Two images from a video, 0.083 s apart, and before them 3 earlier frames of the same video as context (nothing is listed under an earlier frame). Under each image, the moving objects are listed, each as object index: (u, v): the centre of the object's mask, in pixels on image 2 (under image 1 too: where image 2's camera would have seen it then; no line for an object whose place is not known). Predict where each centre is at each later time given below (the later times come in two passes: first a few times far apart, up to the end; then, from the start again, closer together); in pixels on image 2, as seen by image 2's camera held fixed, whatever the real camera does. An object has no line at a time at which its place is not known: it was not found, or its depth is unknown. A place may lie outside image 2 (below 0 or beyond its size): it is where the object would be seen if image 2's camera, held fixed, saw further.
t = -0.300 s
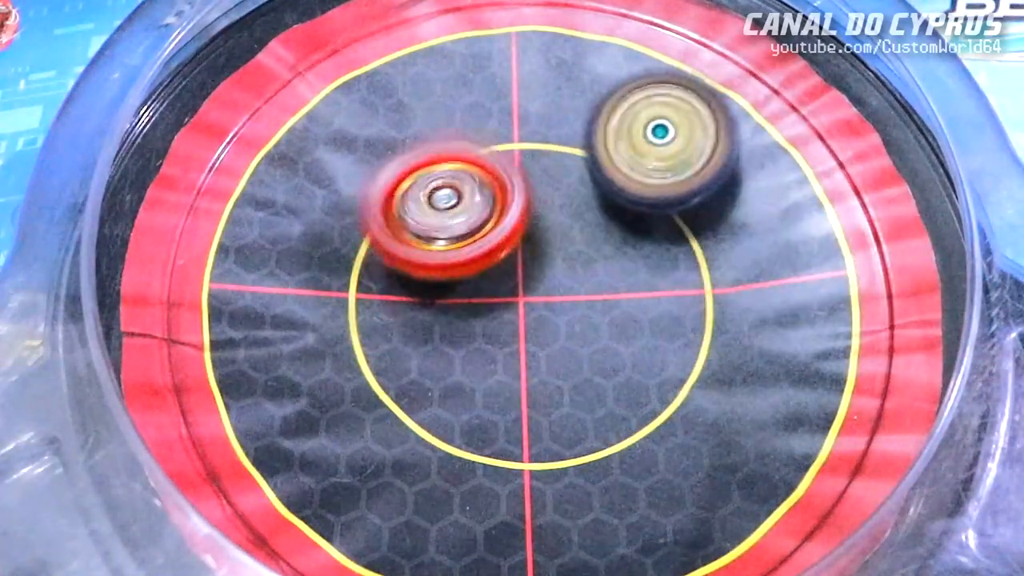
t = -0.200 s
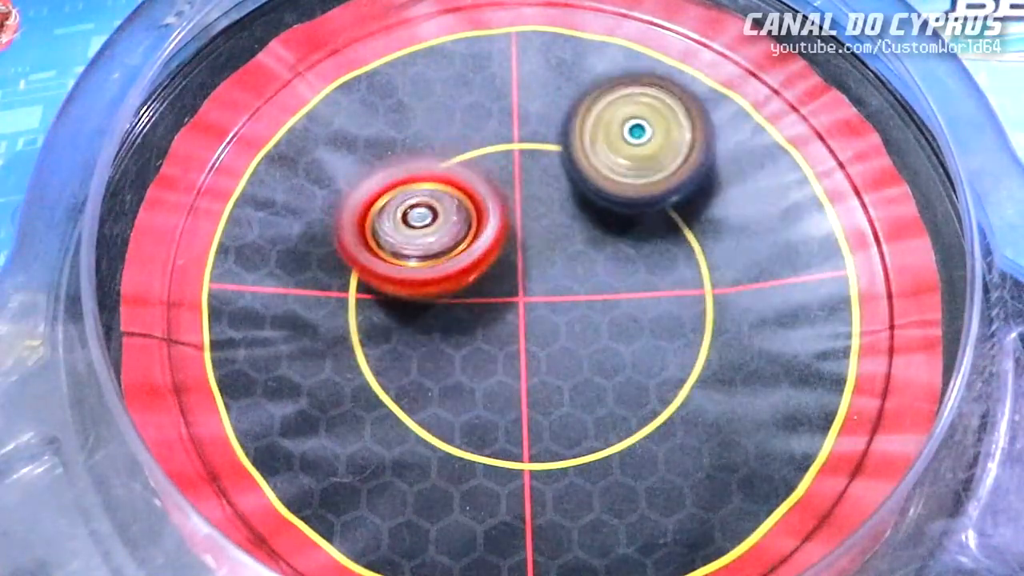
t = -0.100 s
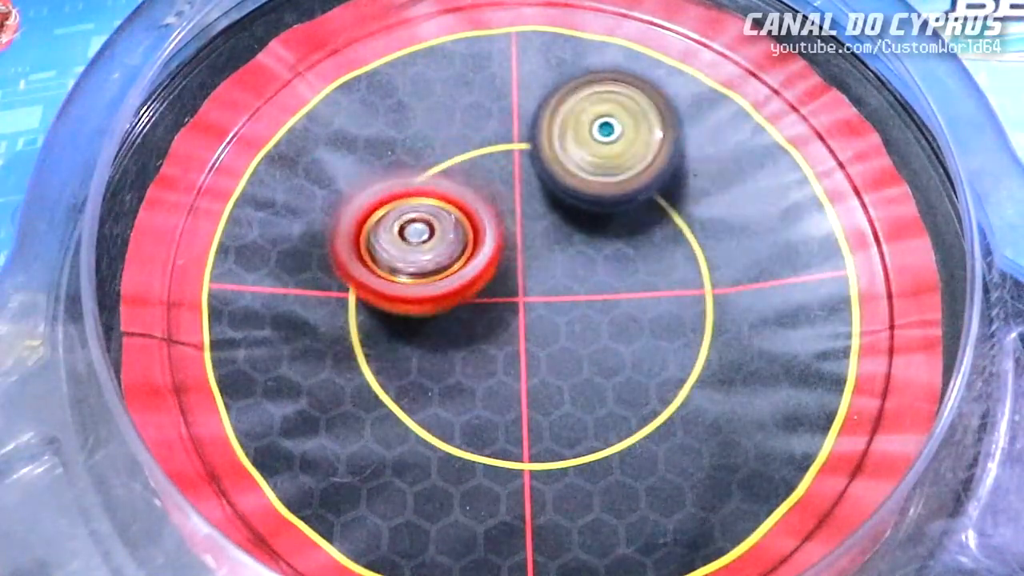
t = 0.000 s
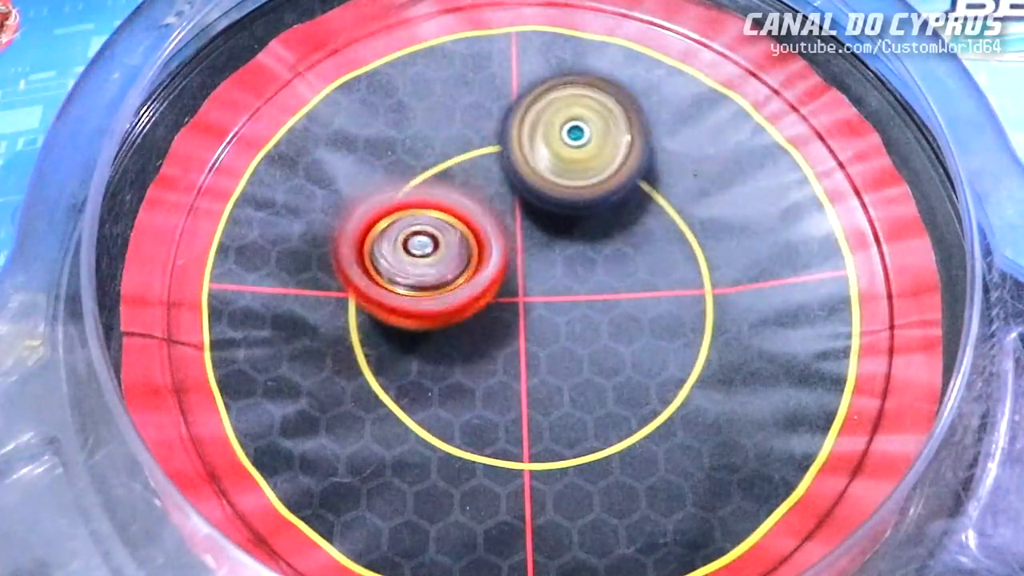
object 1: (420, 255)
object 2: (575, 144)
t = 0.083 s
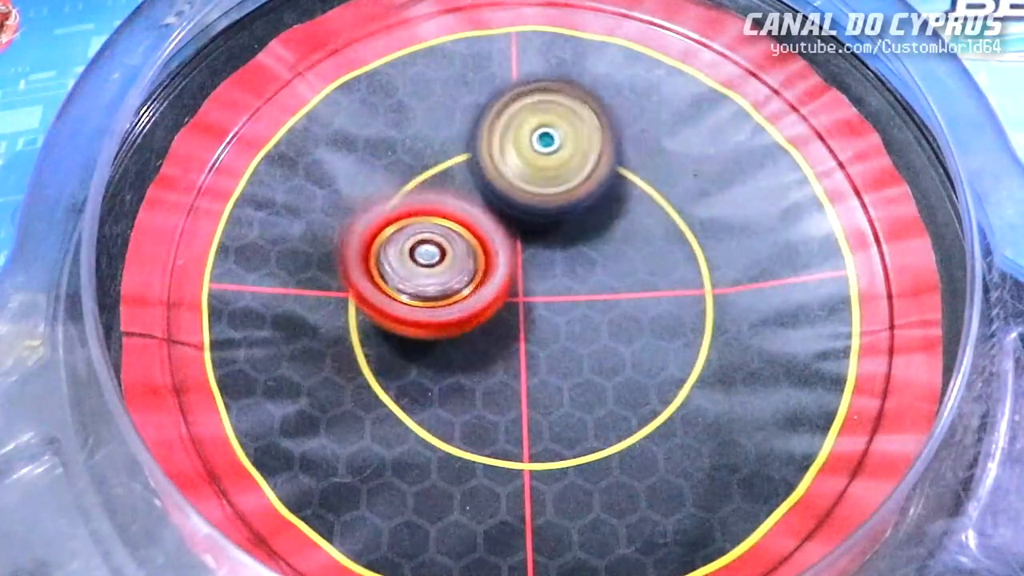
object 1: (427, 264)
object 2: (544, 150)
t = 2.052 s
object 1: (684, 366)
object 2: (436, 225)
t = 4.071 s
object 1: (703, 287)
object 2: (452, 260)
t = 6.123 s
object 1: (659, 210)
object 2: (474, 305)
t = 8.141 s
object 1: (549, 119)
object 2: (526, 303)
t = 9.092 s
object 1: (448, 194)
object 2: (557, 336)
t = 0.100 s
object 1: (427, 265)
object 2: (539, 152)
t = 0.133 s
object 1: (417, 290)
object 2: (537, 139)
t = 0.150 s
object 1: (410, 310)
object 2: (542, 126)
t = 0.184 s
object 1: (394, 342)
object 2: (546, 115)
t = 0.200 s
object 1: (390, 355)
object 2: (547, 114)
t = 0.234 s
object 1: (387, 376)
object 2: (547, 114)
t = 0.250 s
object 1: (387, 382)
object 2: (545, 114)
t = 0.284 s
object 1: (391, 391)
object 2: (541, 116)
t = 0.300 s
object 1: (393, 393)
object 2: (539, 116)
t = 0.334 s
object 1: (403, 394)
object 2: (536, 117)
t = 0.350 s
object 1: (408, 395)
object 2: (534, 118)
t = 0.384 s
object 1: (419, 391)
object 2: (531, 121)
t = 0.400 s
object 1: (425, 389)
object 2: (529, 123)
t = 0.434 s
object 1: (438, 384)
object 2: (526, 127)
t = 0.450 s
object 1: (445, 380)
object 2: (524, 129)
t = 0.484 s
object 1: (457, 373)
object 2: (519, 135)
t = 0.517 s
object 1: (468, 365)
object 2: (516, 142)
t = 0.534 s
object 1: (472, 360)
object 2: (514, 145)
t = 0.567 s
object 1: (483, 351)
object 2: (509, 152)
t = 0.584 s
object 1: (487, 348)
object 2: (506, 155)
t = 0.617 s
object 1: (495, 337)
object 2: (502, 164)
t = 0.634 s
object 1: (500, 334)
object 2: (500, 167)
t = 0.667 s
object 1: (506, 326)
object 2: (498, 175)
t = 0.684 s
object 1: (508, 323)
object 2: (495, 177)
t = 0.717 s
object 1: (509, 332)
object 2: (493, 178)
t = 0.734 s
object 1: (510, 334)
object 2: (493, 180)
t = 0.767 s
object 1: (511, 336)
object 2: (493, 184)
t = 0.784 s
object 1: (513, 336)
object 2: (493, 187)
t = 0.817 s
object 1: (519, 343)
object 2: (489, 190)
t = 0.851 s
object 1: (525, 348)
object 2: (486, 193)
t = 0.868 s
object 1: (528, 349)
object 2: (486, 194)
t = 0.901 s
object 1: (534, 349)
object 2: (483, 198)
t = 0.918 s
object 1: (537, 348)
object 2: (483, 200)
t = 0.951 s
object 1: (542, 348)
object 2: (482, 205)
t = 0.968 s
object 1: (544, 347)
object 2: (482, 206)
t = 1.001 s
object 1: (550, 348)
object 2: (480, 211)
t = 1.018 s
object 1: (554, 350)
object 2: (480, 212)
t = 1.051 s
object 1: (559, 349)
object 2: (478, 216)
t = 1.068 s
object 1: (563, 348)
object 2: (478, 217)
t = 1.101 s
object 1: (569, 354)
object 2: (476, 219)
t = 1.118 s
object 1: (577, 366)
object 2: (475, 216)
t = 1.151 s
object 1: (595, 388)
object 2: (469, 208)
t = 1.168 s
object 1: (603, 395)
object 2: (471, 207)
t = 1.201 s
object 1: (610, 402)
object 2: (472, 208)
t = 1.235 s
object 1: (614, 404)
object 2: (474, 212)
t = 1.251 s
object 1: (616, 404)
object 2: (473, 213)
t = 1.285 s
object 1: (618, 401)
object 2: (473, 218)
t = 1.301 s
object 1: (617, 399)
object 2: (474, 219)
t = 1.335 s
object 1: (614, 391)
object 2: (475, 224)
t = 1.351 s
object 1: (613, 388)
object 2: (476, 225)
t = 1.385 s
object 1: (608, 378)
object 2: (478, 229)
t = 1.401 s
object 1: (605, 372)
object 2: (479, 230)
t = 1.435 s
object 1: (601, 362)
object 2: (481, 237)
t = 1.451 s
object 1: (605, 359)
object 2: (476, 235)
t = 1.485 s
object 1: (613, 353)
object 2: (475, 237)
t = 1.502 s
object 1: (615, 350)
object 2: (476, 237)
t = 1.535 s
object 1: (618, 343)
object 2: (475, 239)
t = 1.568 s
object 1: (619, 340)
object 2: (473, 240)
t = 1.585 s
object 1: (620, 339)
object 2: (473, 240)
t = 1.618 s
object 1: (621, 339)
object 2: (474, 240)
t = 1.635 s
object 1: (620, 340)
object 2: (474, 240)
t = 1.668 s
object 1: (620, 338)
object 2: (472, 241)
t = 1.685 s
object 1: (620, 337)
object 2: (472, 241)
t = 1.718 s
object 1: (621, 338)
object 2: (472, 243)
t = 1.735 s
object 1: (620, 337)
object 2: (473, 242)
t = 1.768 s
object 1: (618, 335)
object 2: (472, 244)
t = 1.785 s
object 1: (629, 344)
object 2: (468, 243)
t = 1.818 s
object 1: (663, 362)
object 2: (443, 233)
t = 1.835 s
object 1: (676, 370)
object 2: (440, 231)
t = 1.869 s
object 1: (696, 379)
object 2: (438, 228)
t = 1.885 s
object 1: (704, 383)
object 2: (439, 227)
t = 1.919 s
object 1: (711, 385)
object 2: (439, 225)
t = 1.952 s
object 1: (710, 385)
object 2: (437, 223)
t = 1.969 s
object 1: (708, 382)
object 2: (437, 224)
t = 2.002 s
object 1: (700, 377)
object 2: (436, 224)
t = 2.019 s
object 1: (694, 374)
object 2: (435, 224)
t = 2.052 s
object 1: (684, 366)
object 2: (436, 225)
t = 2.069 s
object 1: (680, 361)
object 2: (435, 224)
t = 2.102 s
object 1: (670, 353)
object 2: (434, 226)
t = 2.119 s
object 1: (664, 349)
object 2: (434, 226)
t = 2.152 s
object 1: (655, 340)
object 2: (434, 226)
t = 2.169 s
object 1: (652, 337)
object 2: (436, 229)
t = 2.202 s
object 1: (644, 331)
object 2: (435, 230)
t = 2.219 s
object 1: (638, 327)
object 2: (437, 232)
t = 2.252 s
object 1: (630, 321)
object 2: (439, 235)
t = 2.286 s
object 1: (623, 316)
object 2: (440, 237)
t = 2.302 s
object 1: (620, 315)
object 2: (441, 238)
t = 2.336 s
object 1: (610, 309)
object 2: (443, 240)
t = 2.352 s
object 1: (606, 305)
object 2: (443, 242)
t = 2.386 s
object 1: (609, 305)
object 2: (438, 242)
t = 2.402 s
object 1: (616, 308)
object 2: (435, 243)
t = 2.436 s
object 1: (624, 311)
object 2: (438, 243)
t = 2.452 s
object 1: (626, 311)
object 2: (440, 242)
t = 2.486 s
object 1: (627, 312)
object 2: (441, 243)
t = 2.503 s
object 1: (627, 312)
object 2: (443, 244)
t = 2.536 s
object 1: (625, 310)
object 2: (444, 246)
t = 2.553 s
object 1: (623, 308)
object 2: (445, 247)
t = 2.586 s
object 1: (619, 303)
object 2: (449, 248)
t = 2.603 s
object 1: (617, 301)
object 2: (450, 249)
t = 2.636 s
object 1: (623, 301)
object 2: (446, 250)
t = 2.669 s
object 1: (630, 301)
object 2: (446, 251)
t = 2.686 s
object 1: (631, 299)
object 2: (447, 250)
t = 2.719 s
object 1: (632, 298)
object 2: (448, 250)
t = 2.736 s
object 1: (631, 297)
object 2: (450, 251)
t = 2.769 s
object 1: (629, 294)
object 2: (453, 252)
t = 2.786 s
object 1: (628, 291)
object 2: (454, 251)
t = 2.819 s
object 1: (641, 293)
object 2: (445, 252)
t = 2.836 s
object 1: (655, 292)
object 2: (435, 250)
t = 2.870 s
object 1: (678, 295)
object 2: (429, 250)
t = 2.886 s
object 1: (686, 297)
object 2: (430, 248)
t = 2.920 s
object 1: (694, 298)
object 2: (432, 246)
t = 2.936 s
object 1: (695, 298)
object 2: (431, 246)
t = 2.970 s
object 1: (697, 298)
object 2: (431, 246)
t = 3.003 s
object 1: (697, 298)
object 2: (430, 246)
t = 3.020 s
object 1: (697, 298)
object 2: (429, 247)
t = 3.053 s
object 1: (696, 297)
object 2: (429, 247)
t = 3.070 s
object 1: (693, 297)
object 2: (430, 248)
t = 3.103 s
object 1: (689, 296)
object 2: (432, 249)
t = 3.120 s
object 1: (687, 296)
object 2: (432, 250)
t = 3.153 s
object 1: (682, 295)
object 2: (434, 251)
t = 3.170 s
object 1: (678, 296)
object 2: (434, 251)
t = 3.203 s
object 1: (672, 297)
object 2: (437, 254)
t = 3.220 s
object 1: (669, 297)
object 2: (438, 253)
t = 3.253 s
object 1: (662, 296)
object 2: (441, 255)
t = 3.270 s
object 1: (657, 297)
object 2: (442, 257)
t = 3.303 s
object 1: (651, 299)
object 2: (446, 258)
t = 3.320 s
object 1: (650, 298)
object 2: (447, 258)
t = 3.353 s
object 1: (643, 299)
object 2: (452, 260)
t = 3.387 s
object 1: (637, 299)
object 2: (456, 262)
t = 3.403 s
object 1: (637, 300)
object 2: (458, 262)
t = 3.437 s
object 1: (674, 309)
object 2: (439, 263)
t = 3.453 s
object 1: (687, 309)
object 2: (434, 262)
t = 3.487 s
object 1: (715, 319)
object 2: (437, 259)
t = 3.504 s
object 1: (726, 322)
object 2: (439, 257)
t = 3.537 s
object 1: (735, 326)
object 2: (438, 256)
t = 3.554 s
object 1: (736, 329)
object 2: (438, 257)
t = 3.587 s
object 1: (733, 330)
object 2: (441, 257)
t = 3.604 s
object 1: (730, 329)
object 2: (441, 256)
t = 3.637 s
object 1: (722, 326)
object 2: (441, 257)
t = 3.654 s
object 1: (717, 325)
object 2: (444, 256)
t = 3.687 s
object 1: (706, 321)
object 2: (446, 256)
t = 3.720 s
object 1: (695, 316)
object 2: (448, 256)
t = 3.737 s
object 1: (688, 313)
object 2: (449, 256)
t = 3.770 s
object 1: (678, 309)
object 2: (453, 257)
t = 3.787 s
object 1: (674, 307)
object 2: (454, 257)
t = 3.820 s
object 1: (664, 303)
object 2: (459, 258)
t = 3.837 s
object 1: (658, 300)
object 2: (461, 259)
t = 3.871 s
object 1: (649, 298)
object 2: (464, 260)
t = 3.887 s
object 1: (646, 296)
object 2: (468, 260)
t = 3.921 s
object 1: (652, 295)
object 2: (461, 261)
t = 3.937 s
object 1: (667, 293)
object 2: (452, 263)
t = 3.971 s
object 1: (688, 291)
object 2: (450, 263)
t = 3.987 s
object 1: (695, 291)
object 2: (451, 261)
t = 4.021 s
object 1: (703, 291)
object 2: (452, 258)
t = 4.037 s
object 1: (703, 291)
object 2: (451, 259)
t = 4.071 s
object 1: (703, 287)
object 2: (452, 260)
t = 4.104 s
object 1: (702, 282)
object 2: (454, 258)
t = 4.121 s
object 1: (701, 279)
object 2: (455, 258)
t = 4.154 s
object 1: (701, 274)
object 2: (459, 259)
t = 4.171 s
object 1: (701, 273)
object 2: (460, 259)
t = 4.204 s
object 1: (700, 269)
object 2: (460, 259)
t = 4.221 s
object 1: (698, 268)
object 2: (462, 260)
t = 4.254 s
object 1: (696, 265)
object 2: (465, 262)
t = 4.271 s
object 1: (695, 262)
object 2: (466, 260)
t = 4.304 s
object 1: (693, 259)
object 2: (469, 261)
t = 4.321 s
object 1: (691, 259)
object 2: (471, 262)
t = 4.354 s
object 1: (688, 256)
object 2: (473, 262)
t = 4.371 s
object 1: (686, 253)
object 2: (476, 262)
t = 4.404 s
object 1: (683, 251)
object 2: (480, 263)
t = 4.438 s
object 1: (679, 247)
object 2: (484, 264)
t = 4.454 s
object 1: (678, 246)
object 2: (484, 263)
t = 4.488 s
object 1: (674, 242)
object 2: (489, 264)
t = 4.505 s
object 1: (671, 241)
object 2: (491, 263)
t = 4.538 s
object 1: (667, 237)
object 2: (495, 263)
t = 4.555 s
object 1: (670, 235)
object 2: (494, 265)
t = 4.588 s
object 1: (670, 233)
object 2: (496, 266)
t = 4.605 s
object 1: (669, 233)
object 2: (498, 266)
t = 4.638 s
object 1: (669, 230)
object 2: (496, 266)
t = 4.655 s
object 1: (670, 227)
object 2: (496, 267)
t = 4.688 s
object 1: (669, 223)
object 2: (500, 267)
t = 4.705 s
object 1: (668, 222)
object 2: (500, 265)
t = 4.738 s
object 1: (668, 221)
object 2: (495, 267)
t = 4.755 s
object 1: (667, 220)
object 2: (498, 268)
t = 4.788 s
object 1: (668, 217)
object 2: (497, 268)
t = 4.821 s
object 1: (684, 211)
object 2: (488, 271)
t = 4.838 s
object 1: (688, 210)
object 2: (489, 270)
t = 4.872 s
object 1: (694, 208)
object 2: (490, 268)
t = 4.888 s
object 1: (694, 207)
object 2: (488, 267)
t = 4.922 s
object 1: (691, 207)
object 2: (486, 268)
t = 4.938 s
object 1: (688, 208)
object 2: (487, 269)
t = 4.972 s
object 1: (682, 209)
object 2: (487, 270)
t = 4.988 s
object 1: (677, 209)
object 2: (487, 269)
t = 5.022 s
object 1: (669, 212)
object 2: (486, 270)
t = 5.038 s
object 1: (666, 213)
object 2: (486, 270)
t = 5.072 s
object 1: (658, 215)
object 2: (486, 271)
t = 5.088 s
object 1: (654, 217)
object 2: (487, 272)
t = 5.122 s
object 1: (657, 219)
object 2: (481, 276)
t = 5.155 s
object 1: (657, 222)
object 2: (485, 276)
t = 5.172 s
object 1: (660, 223)
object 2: (483, 275)
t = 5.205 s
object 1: (666, 226)
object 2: (479, 278)
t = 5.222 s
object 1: (665, 228)
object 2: (479, 279)
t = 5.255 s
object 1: (663, 230)
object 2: (480, 278)
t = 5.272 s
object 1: (663, 230)
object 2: (479, 279)
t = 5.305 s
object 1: (661, 233)
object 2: (479, 280)
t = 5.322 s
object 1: (659, 234)
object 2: (481, 280)
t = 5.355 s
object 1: (667, 235)
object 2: (473, 284)
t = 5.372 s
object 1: (673, 234)
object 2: (470, 286)
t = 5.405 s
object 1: (680, 235)
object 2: (469, 286)
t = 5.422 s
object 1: (683, 236)
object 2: (469, 286)
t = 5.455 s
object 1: (683, 238)
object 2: (466, 286)
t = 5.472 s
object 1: (681, 240)
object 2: (467, 286)
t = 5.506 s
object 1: (677, 242)
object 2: (468, 288)
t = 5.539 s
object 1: (671, 245)
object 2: (469, 289)
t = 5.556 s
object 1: (669, 245)
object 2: (467, 289)
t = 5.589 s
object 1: (663, 247)
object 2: (469, 290)
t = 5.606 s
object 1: (660, 246)
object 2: (470, 291)
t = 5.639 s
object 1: (652, 248)
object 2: (471, 292)
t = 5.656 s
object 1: (648, 249)
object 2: (473, 291)
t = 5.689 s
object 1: (647, 249)
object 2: (465, 297)
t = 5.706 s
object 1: (649, 248)
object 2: (461, 298)
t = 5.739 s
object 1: (652, 248)
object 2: (466, 297)
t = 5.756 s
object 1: (651, 247)
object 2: (466, 297)
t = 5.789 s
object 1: (647, 248)
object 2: (467, 297)
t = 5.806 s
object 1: (644, 247)
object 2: (468, 297)
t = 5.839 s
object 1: (641, 246)
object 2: (470, 299)
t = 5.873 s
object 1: (637, 245)
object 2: (473, 299)
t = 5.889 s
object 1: (637, 244)
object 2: (473, 299)
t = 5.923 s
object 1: (641, 242)
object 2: (471, 302)
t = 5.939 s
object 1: (647, 235)
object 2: (465, 308)
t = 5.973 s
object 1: (660, 225)
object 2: (467, 308)
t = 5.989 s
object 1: (664, 222)
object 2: (470, 306)
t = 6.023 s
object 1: (668, 219)
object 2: (470, 304)
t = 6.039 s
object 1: (666, 218)
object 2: (471, 305)
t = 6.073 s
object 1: (662, 216)
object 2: (472, 306)
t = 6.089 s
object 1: (660, 213)
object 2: (472, 305)
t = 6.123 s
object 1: (659, 210)
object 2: (474, 305)
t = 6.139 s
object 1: (658, 208)
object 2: (475, 305)
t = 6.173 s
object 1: (656, 205)
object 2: (477, 305)
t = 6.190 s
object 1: (657, 205)
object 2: (479, 306)
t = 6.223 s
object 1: (655, 201)
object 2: (481, 306)
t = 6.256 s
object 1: (653, 200)
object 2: (485, 305)
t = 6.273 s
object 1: (653, 199)
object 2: (487, 303)
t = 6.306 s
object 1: (651, 197)
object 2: (492, 303)
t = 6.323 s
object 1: (650, 197)
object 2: (492, 302)
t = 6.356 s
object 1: (649, 196)
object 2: (497, 299)
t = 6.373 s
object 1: (647, 195)
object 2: (499, 299)
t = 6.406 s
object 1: (645, 194)
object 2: (503, 296)
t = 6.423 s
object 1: (643, 193)
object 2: (505, 296)
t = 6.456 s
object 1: (645, 193)
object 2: (506, 294)
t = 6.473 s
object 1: (649, 192)
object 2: (504, 297)
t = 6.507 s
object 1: (659, 187)
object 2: (500, 299)
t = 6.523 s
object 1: (662, 186)
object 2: (501, 298)
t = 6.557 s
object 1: (663, 186)
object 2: (502, 296)
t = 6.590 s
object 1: (660, 185)
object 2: (499, 295)
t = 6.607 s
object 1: (659, 185)
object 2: (499, 295)
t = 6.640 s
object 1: (655, 186)
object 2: (501, 295)
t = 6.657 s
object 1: (654, 186)
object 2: (501, 293)
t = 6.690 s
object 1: (652, 184)
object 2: (499, 291)
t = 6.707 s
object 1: (651, 184)
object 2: (499, 292)
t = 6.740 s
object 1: (648, 185)
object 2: (500, 293)
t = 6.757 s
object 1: (646, 185)
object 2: (502, 293)
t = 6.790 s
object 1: (642, 185)
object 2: (501, 289)
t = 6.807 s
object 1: (641, 186)
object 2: (501, 288)
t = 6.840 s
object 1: (641, 186)
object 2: (499, 291)
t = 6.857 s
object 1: (640, 188)
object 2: (500, 291)
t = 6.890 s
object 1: (649, 185)
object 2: (493, 297)
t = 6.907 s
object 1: (653, 179)
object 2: (491, 300)
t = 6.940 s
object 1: (660, 176)
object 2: (489, 297)
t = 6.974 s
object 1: (661, 175)
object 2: (488, 297)
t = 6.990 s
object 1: (659, 176)
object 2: (487, 299)
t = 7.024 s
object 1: (655, 176)
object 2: (486, 300)
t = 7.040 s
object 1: (653, 175)
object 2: (485, 300)
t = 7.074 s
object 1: (649, 174)
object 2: (483, 300)
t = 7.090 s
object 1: (649, 174)
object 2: (485, 301)
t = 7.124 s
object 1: (646, 174)
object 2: (484, 302)
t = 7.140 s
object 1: (644, 176)
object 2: (485, 302)
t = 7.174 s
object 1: (641, 176)
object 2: (485, 302)
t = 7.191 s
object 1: (638, 176)
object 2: (484, 302)
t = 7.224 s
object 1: (634, 177)
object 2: (485, 302)
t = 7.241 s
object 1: (632, 176)
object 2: (485, 304)
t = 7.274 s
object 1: (628, 178)
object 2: (486, 303)
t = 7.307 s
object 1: (624, 178)
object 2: (488, 304)
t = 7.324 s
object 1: (621, 178)
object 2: (488, 304)
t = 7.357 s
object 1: (618, 179)
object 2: (491, 304)
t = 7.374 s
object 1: (615, 179)
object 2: (491, 305)
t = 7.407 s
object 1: (612, 179)
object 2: (495, 303)
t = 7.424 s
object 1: (610, 179)
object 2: (497, 304)
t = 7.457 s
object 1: (606, 179)
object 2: (500, 303)
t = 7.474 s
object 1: (603, 179)
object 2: (502, 302)
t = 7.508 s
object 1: (599, 178)
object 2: (505, 301)
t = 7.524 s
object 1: (598, 177)
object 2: (507, 299)
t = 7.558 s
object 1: (595, 174)
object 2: (508, 303)
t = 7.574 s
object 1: (593, 171)
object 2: (508, 301)
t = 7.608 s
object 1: (589, 168)
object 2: (510, 300)
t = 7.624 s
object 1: (588, 168)
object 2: (509, 300)
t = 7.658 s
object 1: (595, 150)
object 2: (503, 319)
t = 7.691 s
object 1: (600, 129)
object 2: (506, 322)
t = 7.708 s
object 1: (599, 115)
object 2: (507, 318)
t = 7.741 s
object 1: (597, 99)
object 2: (507, 317)
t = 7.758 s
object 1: (597, 88)
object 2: (506, 317)
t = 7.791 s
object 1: (588, 69)
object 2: (507, 319)
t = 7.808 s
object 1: (588, 64)
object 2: (507, 320)
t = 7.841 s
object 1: (581, 57)
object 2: (510, 318)
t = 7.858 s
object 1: (580, 55)
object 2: (510, 318)
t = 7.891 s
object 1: (575, 54)
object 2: (512, 317)
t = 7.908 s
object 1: (574, 54)
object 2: (512, 318)
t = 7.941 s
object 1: (571, 57)
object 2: (515, 315)
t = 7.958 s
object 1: (569, 59)
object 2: (516, 316)
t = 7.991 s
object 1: (565, 64)
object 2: (517, 313)
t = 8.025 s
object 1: (561, 70)
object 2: (521, 311)
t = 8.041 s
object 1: (560, 75)
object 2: (521, 311)
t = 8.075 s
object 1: (556, 89)
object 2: (523, 307)
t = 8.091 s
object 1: (555, 96)
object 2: (523, 307)
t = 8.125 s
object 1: (550, 111)
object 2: (525, 303)
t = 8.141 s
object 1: (549, 119)
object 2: (526, 303)
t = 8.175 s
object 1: (545, 135)
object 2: (526, 300)
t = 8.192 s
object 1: (546, 139)
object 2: (526, 306)
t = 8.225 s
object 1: (547, 144)
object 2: (527, 305)
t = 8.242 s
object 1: (547, 143)
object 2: (528, 307)
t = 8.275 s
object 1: (548, 129)
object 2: (529, 324)
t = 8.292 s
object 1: (553, 117)
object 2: (530, 324)
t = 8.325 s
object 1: (549, 104)
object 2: (529, 322)
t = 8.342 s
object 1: (551, 99)
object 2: (530, 323)
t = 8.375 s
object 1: (548, 95)
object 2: (529, 327)
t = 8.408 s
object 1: (547, 95)
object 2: (530, 326)
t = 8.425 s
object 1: (545, 96)
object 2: (529, 327)
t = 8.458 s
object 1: (542, 99)
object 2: (529, 328)
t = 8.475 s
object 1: (540, 100)
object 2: (529, 330)
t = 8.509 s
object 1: (537, 104)
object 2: (531, 328)
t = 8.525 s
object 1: (535, 109)
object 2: (531, 328)
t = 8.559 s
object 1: (532, 114)
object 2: (530, 328)
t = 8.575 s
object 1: (530, 116)
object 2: (531, 330)
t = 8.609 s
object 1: (527, 121)
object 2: (532, 329)
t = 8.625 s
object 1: (524, 125)
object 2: (533, 329)
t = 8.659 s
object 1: (520, 137)
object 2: (533, 328)
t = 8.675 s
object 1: (515, 141)
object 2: (534, 328)
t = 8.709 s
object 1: (511, 154)
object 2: (534, 327)
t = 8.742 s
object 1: (505, 165)
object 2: (536, 324)
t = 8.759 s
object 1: (503, 171)
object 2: (535, 324)
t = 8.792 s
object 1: (495, 181)
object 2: (538, 326)
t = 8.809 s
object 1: (491, 178)
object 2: (544, 333)
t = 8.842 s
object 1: (475, 175)
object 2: (554, 339)
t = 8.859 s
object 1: (472, 176)
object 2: (555, 339)
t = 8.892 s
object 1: (460, 175)
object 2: (555, 338)
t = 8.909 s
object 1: (457, 177)
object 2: (554, 338)
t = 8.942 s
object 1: (451, 178)
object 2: (554, 340)
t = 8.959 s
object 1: (448, 180)
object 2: (555, 340)
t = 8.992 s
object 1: (447, 183)
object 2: (556, 338)
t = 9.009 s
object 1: (445, 184)
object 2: (555, 339)
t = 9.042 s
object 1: (447, 189)
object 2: (555, 338)
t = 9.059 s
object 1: (446, 189)
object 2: (556, 338)
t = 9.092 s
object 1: (448, 194)
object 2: (557, 336)
